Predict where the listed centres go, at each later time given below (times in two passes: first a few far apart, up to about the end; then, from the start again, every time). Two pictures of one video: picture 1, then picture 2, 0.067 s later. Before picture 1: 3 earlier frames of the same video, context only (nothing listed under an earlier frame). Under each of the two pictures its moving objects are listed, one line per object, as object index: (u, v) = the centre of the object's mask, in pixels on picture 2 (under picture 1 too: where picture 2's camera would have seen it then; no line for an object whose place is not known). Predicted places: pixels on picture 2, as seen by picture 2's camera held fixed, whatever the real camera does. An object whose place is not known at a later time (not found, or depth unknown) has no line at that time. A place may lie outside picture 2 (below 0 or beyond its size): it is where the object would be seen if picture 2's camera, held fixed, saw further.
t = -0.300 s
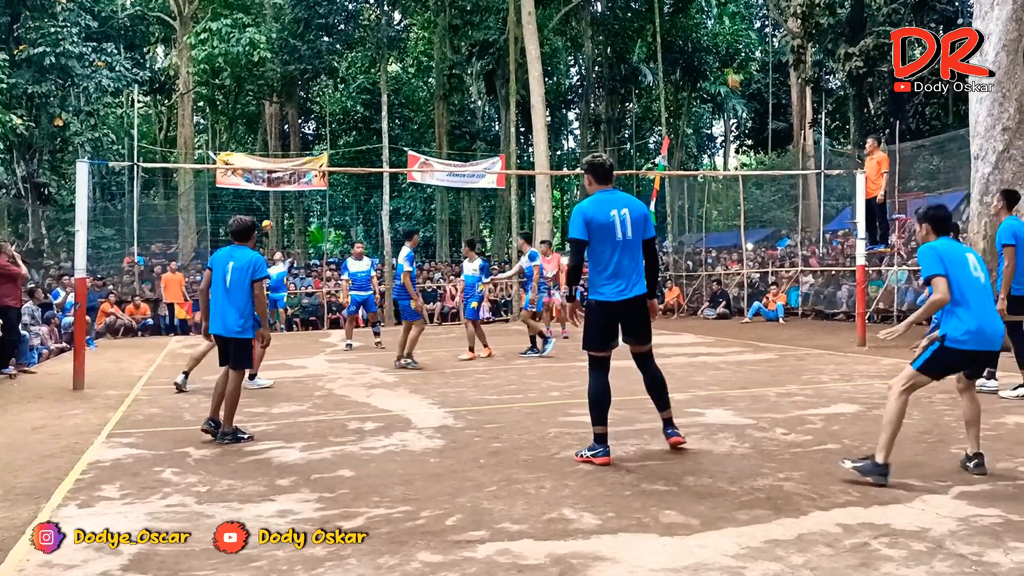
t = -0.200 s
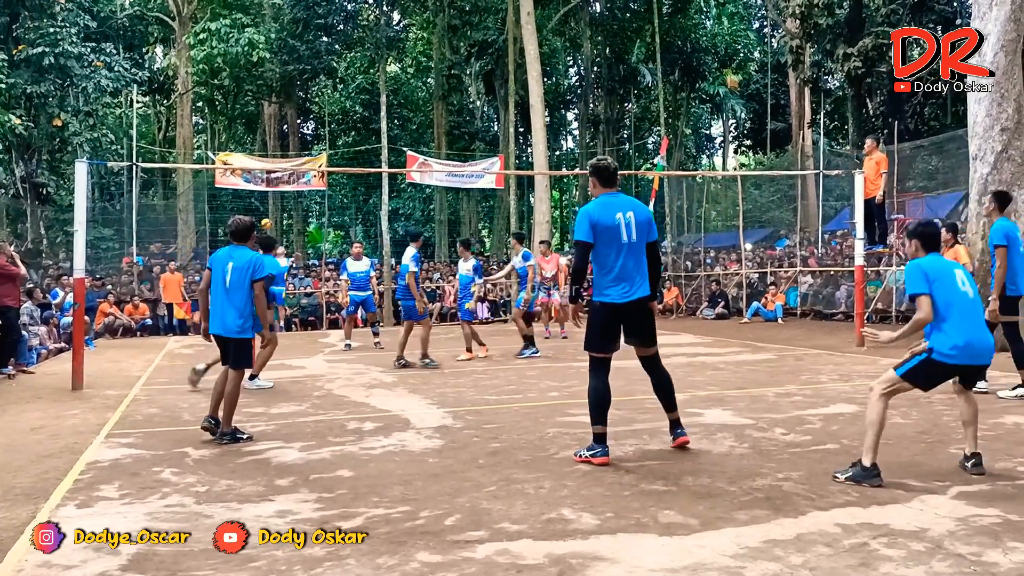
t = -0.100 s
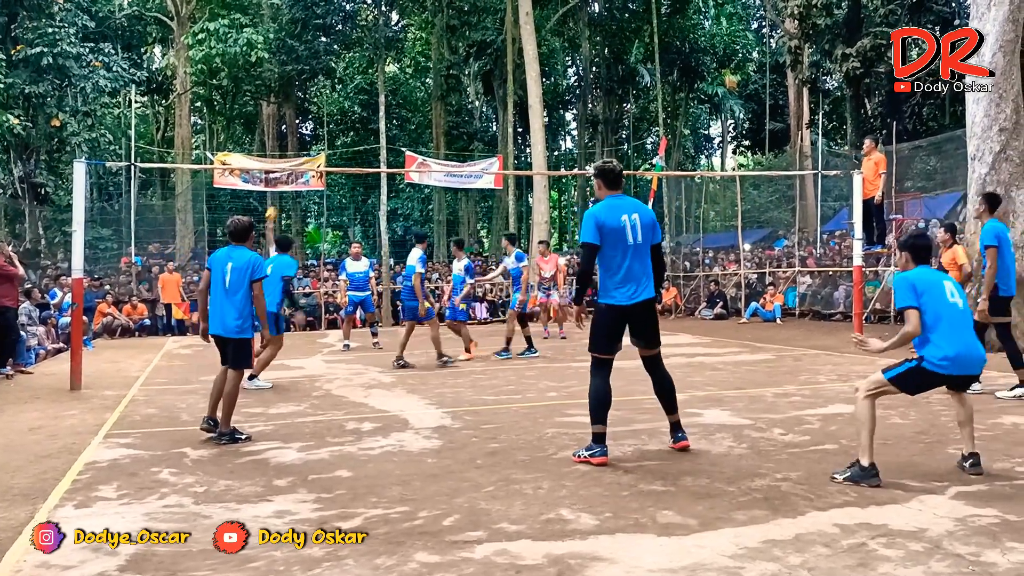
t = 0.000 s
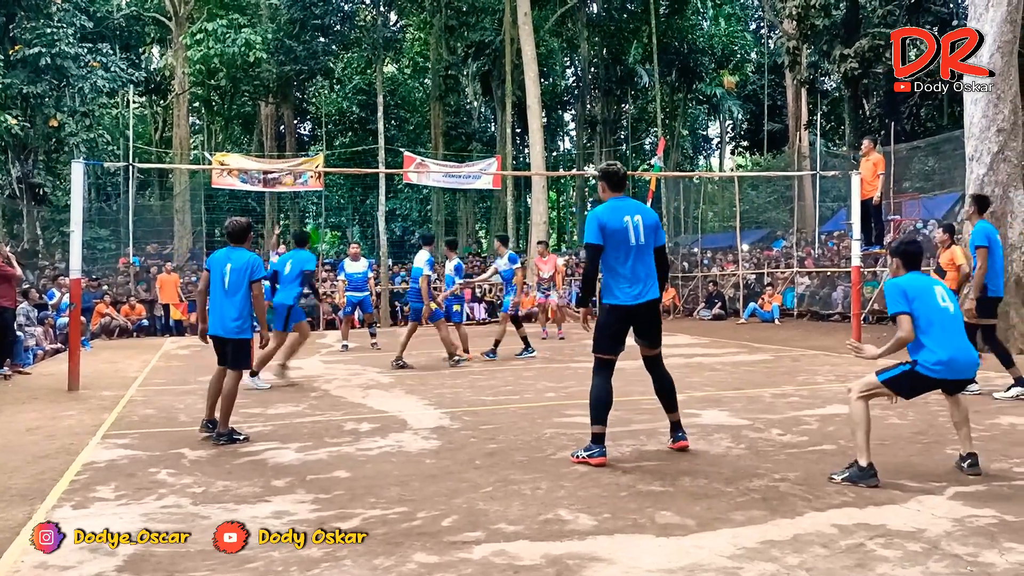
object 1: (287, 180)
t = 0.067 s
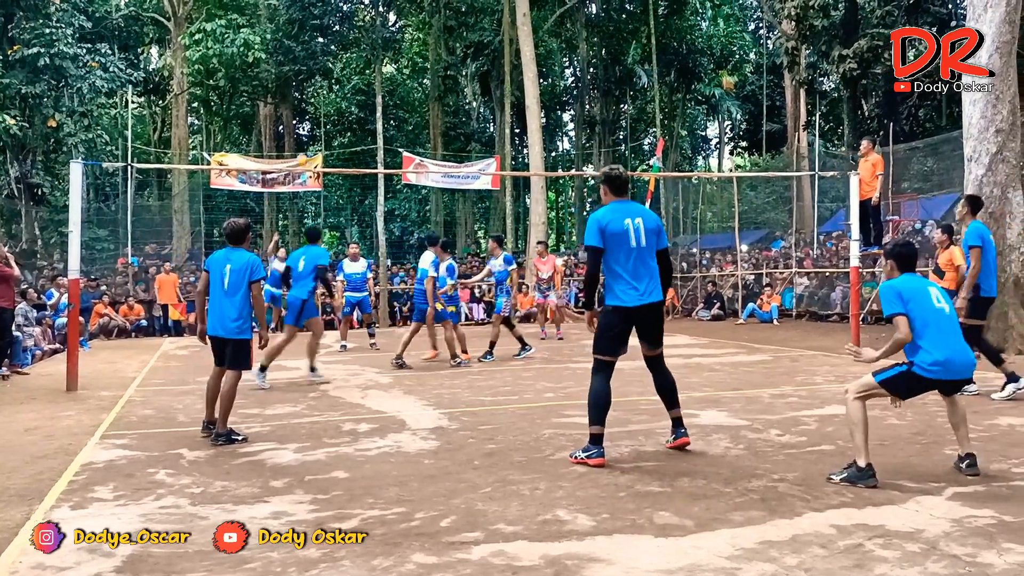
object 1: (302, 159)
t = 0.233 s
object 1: (337, 112)
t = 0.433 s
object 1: (385, 69)
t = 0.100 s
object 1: (308, 150)
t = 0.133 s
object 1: (315, 140)
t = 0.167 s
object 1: (322, 131)
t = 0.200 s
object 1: (329, 122)
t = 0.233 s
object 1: (337, 112)
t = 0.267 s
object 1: (345, 104)
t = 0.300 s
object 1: (352, 97)
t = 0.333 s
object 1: (360, 90)
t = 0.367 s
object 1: (368, 83)
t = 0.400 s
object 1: (376, 76)
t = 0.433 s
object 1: (385, 69)
